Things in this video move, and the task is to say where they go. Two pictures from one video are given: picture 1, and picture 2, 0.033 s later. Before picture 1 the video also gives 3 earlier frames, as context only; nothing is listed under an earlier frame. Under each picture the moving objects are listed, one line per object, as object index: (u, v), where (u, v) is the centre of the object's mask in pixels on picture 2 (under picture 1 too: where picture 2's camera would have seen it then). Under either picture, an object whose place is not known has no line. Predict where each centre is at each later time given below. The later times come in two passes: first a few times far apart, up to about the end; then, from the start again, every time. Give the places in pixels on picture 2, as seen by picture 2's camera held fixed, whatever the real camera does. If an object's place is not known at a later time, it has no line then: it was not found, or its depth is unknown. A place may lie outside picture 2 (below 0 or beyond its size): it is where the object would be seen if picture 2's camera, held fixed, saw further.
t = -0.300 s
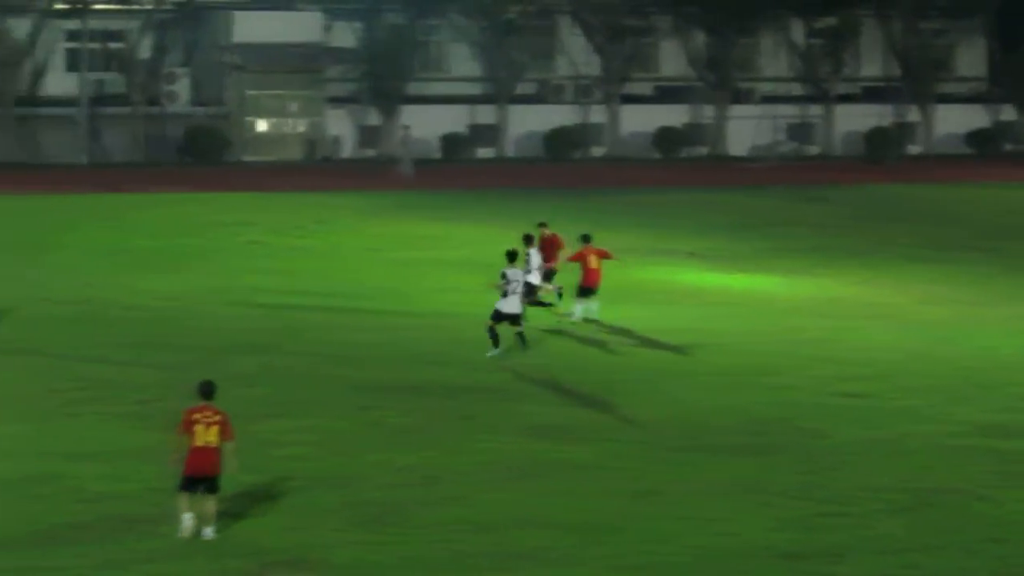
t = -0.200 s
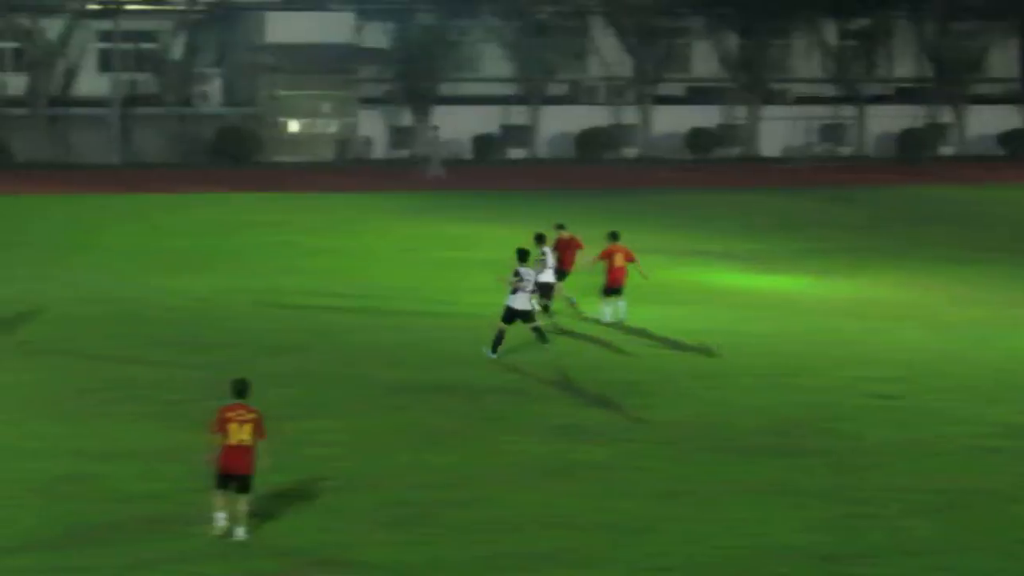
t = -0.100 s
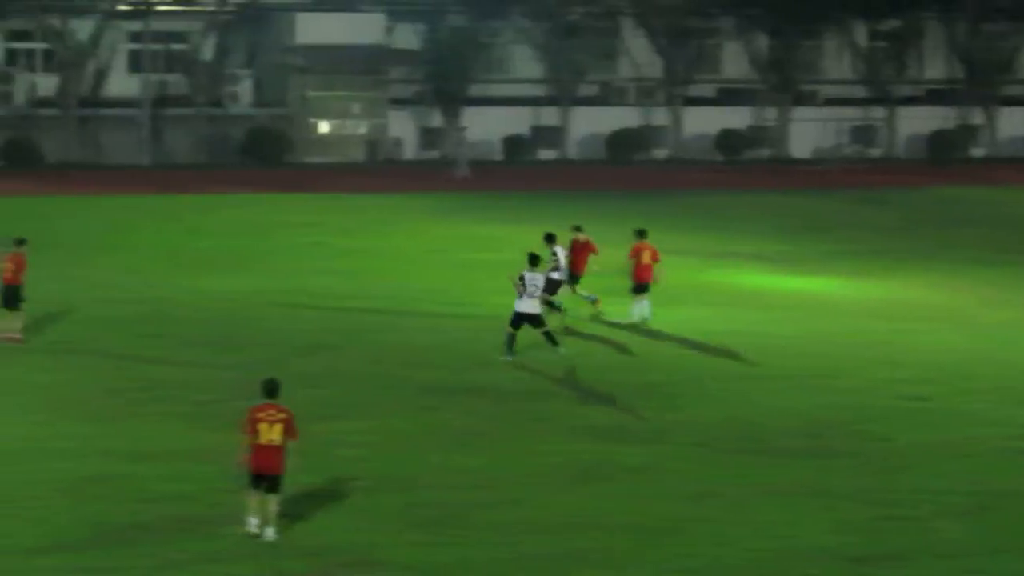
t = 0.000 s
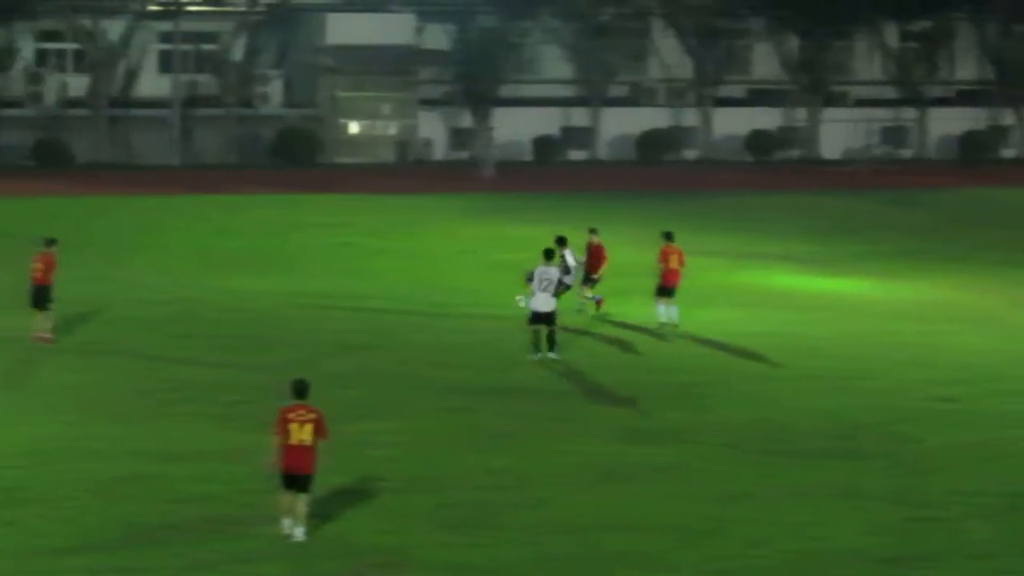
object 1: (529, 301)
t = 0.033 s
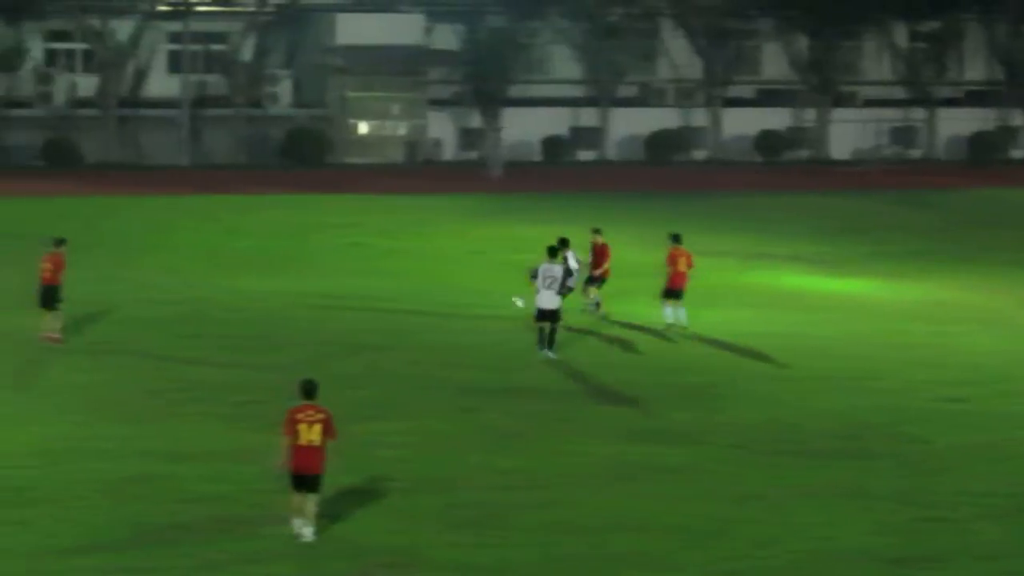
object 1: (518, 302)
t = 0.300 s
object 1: (417, 326)
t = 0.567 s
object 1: (333, 337)
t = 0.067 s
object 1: (506, 304)
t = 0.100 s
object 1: (492, 306)
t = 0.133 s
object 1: (479, 310)
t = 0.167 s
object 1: (466, 313)
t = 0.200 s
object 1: (453, 318)
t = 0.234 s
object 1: (440, 323)
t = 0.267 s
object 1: (428, 327)
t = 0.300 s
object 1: (417, 326)
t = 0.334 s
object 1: (407, 325)
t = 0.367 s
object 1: (396, 325)
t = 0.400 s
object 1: (386, 325)
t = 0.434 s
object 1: (375, 326)
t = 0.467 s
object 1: (365, 327)
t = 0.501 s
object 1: (354, 330)
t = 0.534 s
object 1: (344, 333)
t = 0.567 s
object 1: (333, 337)
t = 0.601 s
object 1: (323, 340)
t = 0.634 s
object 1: (313, 340)
